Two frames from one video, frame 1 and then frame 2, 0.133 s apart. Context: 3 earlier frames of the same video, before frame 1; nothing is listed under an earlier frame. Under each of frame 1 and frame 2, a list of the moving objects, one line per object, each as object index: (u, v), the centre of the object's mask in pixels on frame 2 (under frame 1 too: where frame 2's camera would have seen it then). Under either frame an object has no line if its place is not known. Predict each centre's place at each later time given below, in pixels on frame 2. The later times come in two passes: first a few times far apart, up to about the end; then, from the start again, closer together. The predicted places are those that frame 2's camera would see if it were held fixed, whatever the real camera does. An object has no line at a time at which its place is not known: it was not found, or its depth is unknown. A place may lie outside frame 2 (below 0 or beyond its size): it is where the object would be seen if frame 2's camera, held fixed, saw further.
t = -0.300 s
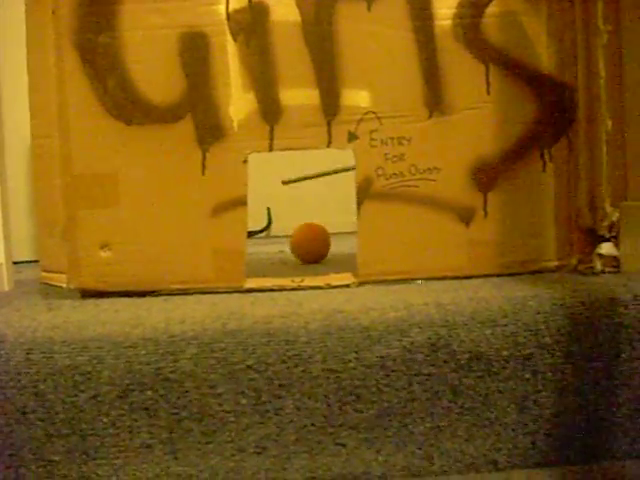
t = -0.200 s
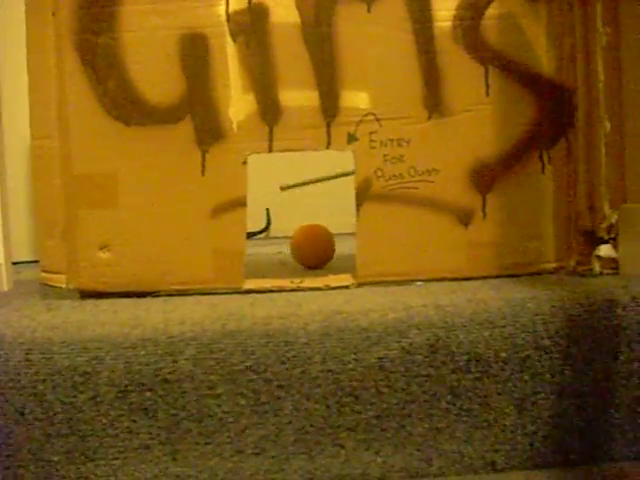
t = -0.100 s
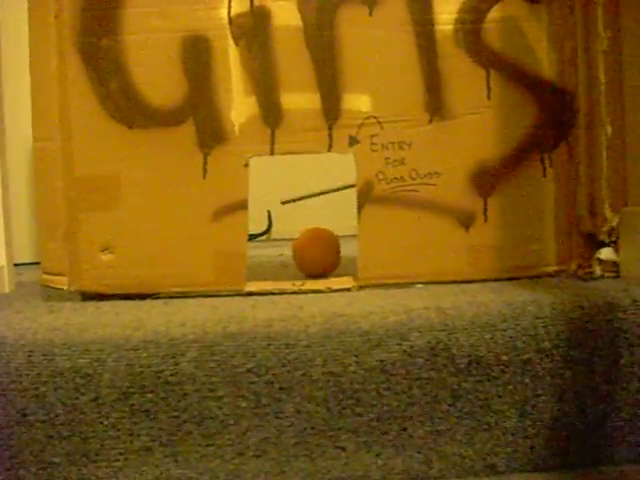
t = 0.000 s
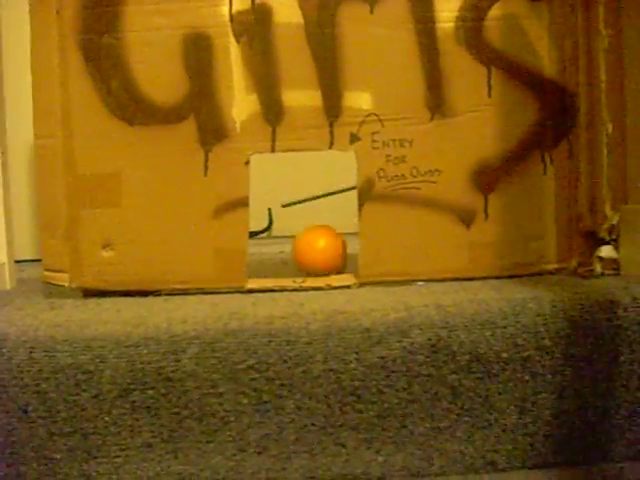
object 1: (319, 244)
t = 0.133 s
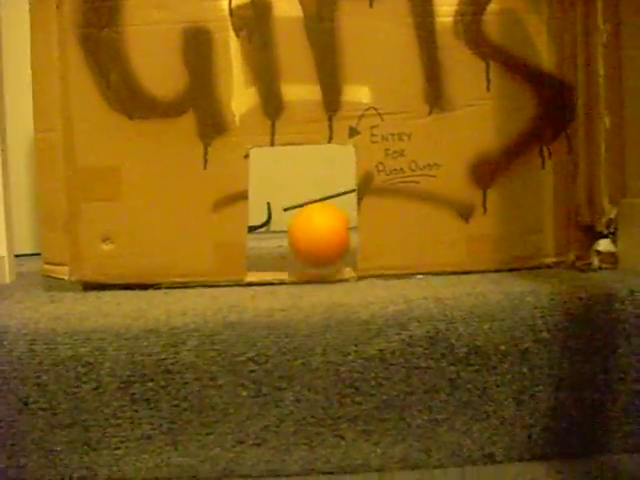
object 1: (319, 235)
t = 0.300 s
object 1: (324, 256)
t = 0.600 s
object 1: (320, 454)
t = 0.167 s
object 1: (320, 241)
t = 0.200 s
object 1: (322, 255)
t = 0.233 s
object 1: (322, 249)
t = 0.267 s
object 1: (323, 247)
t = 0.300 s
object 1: (324, 256)
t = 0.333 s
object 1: (321, 260)
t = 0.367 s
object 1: (321, 262)
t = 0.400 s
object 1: (321, 276)
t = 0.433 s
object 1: (322, 298)
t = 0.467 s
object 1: (323, 333)
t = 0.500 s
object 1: (323, 380)
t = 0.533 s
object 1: (325, 442)
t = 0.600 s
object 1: (320, 454)
